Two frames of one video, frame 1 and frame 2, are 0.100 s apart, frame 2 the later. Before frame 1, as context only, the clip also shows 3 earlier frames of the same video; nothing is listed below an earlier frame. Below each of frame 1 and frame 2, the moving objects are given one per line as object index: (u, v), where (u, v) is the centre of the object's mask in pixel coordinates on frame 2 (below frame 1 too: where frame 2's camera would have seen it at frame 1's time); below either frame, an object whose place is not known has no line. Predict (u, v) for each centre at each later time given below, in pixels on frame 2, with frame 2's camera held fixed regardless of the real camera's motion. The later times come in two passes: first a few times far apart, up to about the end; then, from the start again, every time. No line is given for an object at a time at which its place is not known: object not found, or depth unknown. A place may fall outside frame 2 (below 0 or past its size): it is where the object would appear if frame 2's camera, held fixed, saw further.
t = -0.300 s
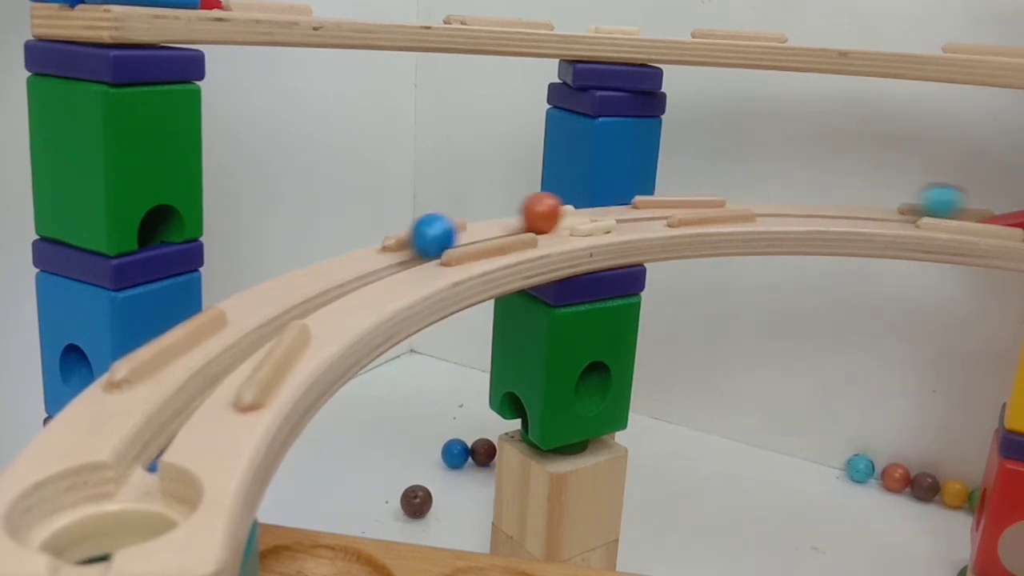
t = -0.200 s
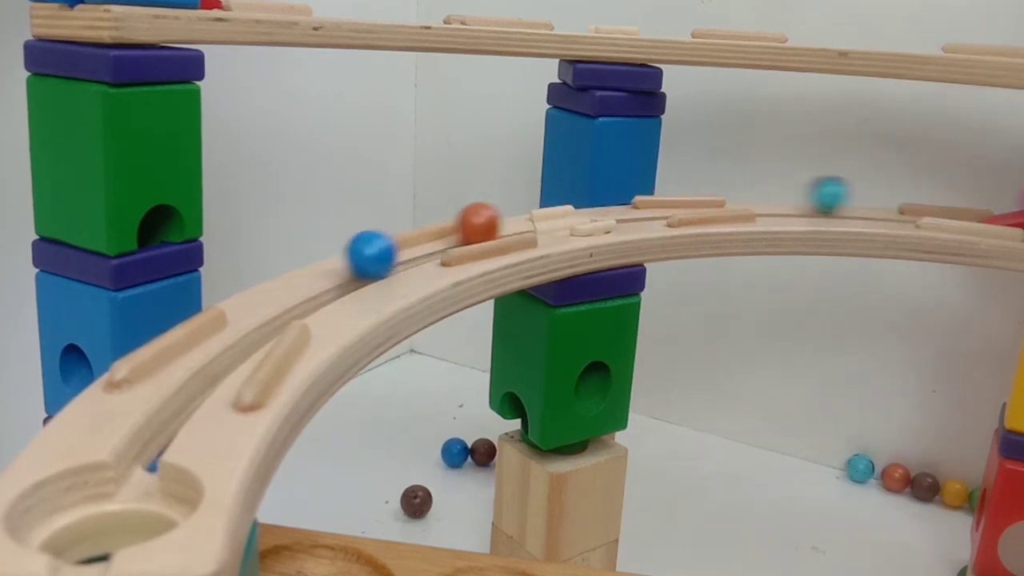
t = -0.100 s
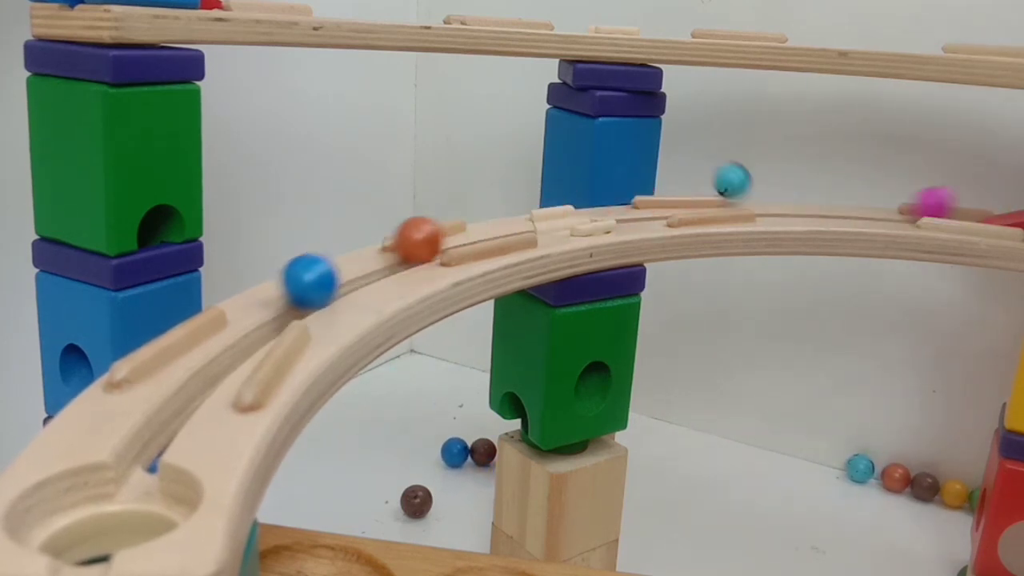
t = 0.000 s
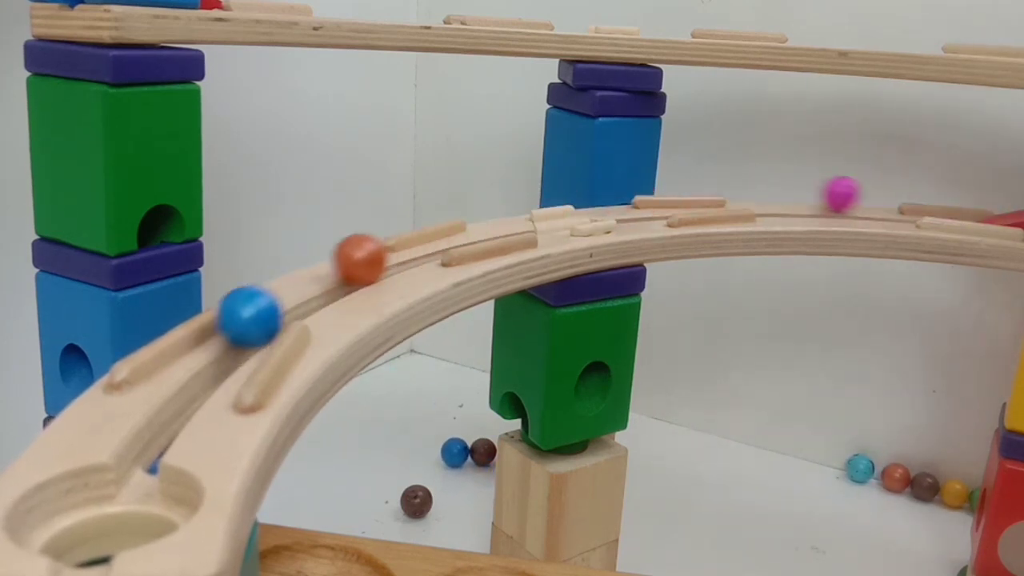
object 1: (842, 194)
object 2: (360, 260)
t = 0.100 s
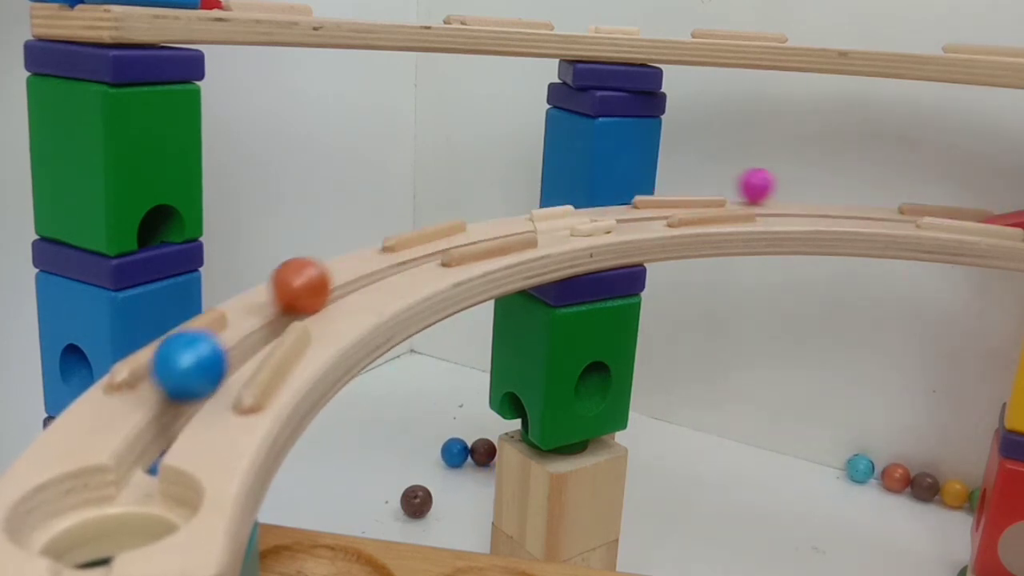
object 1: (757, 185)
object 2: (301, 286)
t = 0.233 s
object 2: (224, 334)
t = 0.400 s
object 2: (132, 429)
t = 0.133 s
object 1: (730, 183)
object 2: (282, 296)
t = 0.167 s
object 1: (703, 182)
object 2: (263, 308)
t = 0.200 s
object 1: (676, 189)
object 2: (243, 321)
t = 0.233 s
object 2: (224, 334)
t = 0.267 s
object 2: (206, 349)
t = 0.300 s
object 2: (187, 367)
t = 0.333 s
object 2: (167, 386)
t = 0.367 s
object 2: (150, 406)
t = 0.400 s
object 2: (132, 429)
